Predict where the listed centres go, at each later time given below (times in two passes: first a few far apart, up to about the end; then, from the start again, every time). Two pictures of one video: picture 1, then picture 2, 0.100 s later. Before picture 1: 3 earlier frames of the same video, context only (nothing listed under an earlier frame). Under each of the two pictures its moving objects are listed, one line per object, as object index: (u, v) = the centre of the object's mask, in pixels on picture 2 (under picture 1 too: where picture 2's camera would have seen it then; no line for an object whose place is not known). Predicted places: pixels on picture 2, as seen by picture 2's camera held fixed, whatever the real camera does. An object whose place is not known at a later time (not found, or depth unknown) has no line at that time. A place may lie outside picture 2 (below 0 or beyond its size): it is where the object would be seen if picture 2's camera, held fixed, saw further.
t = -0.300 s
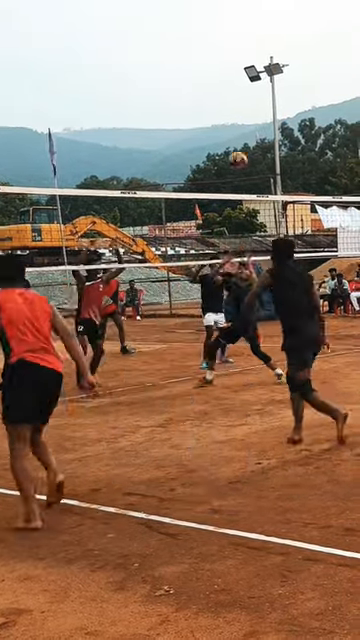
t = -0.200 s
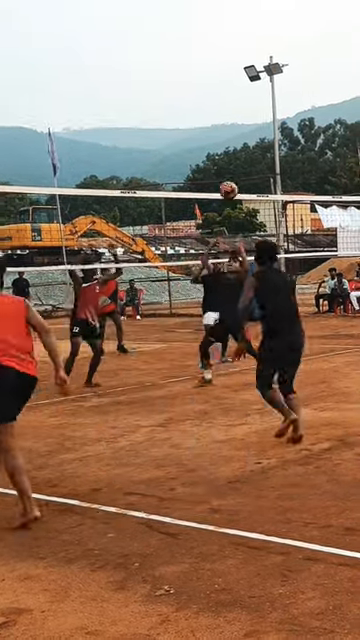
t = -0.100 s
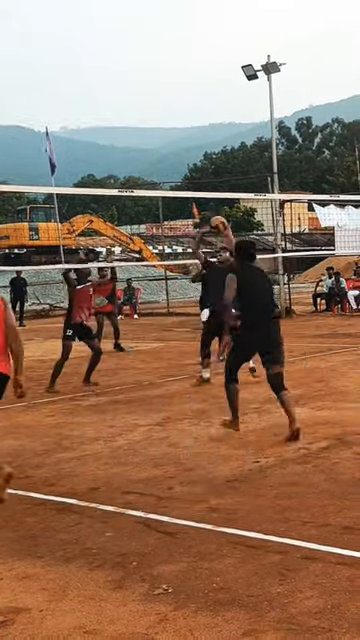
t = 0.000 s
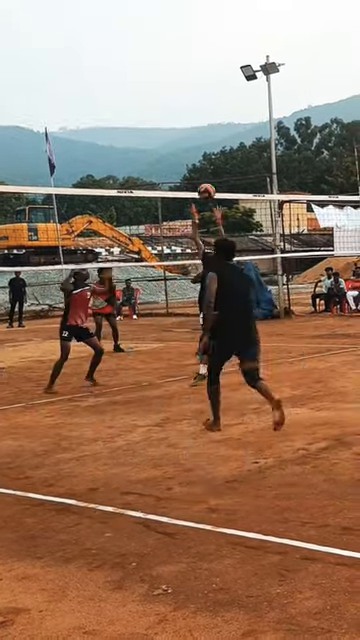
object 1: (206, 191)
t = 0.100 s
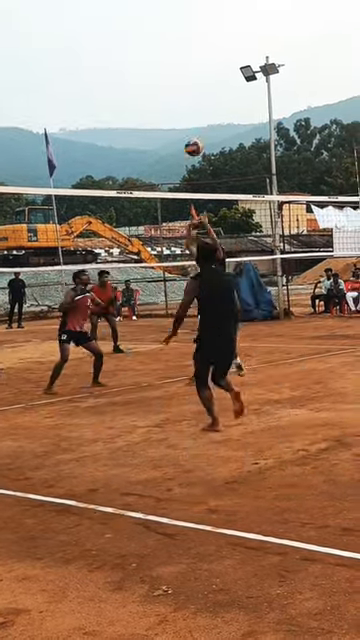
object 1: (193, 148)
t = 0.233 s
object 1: (176, 100)
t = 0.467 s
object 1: (149, 52)
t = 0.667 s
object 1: (127, 48)
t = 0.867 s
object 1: (107, 78)
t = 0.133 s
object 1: (189, 135)
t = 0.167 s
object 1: (184, 122)
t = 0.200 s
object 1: (180, 110)
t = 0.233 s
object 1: (176, 100)
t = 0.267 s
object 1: (172, 90)
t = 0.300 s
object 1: (168, 81)
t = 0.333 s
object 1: (164, 74)
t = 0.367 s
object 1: (160, 67)
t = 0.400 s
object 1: (156, 61)
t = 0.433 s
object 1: (152, 56)
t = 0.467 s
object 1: (149, 52)
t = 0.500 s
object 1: (145, 49)
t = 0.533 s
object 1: (141, 46)
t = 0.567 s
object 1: (138, 45)
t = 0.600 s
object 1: (134, 45)
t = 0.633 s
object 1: (130, 46)
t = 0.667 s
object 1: (127, 48)
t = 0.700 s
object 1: (123, 50)
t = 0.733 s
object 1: (120, 54)
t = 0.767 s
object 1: (116, 59)
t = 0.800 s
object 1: (114, 65)
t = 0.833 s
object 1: (110, 71)
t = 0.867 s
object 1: (107, 78)
